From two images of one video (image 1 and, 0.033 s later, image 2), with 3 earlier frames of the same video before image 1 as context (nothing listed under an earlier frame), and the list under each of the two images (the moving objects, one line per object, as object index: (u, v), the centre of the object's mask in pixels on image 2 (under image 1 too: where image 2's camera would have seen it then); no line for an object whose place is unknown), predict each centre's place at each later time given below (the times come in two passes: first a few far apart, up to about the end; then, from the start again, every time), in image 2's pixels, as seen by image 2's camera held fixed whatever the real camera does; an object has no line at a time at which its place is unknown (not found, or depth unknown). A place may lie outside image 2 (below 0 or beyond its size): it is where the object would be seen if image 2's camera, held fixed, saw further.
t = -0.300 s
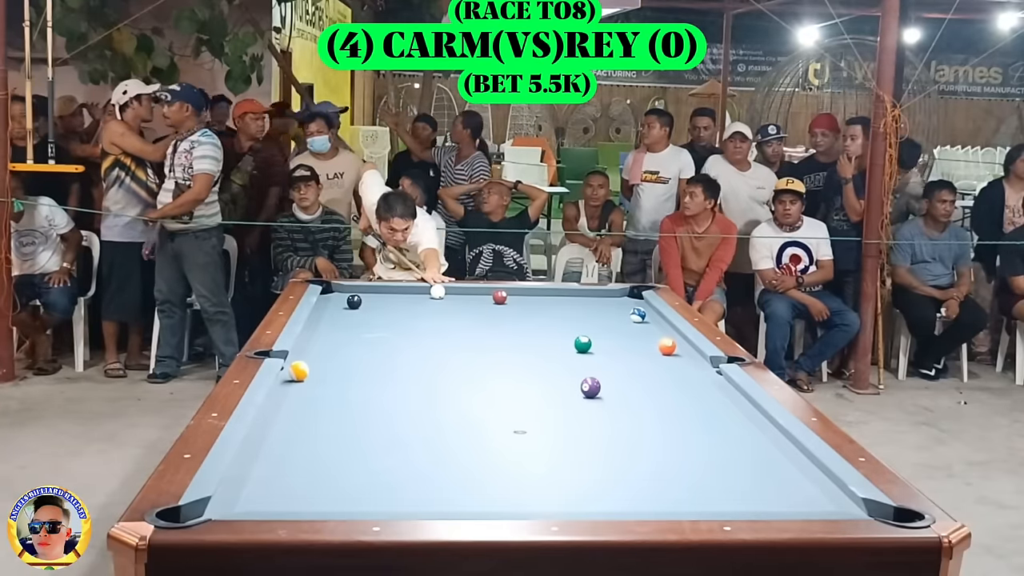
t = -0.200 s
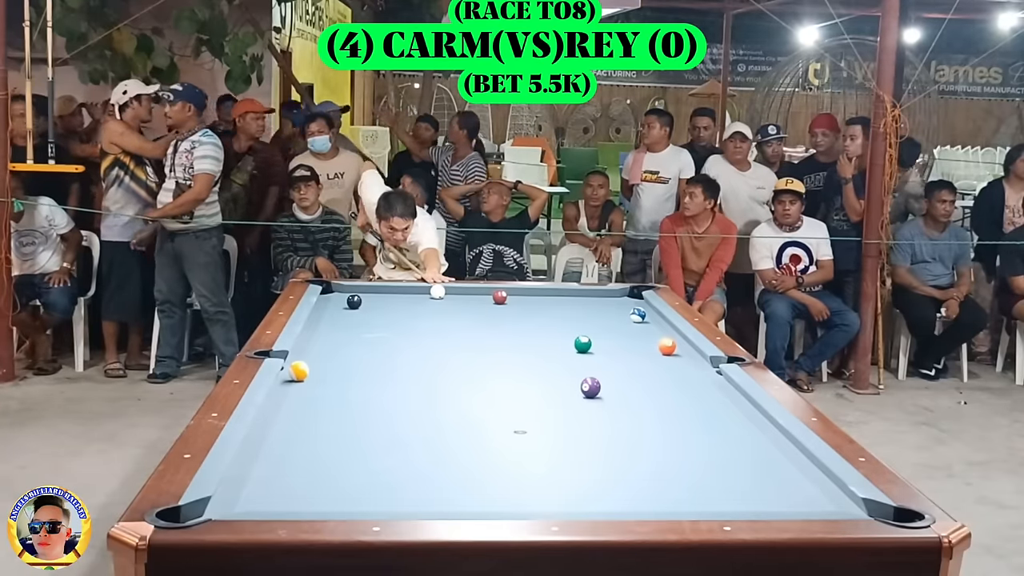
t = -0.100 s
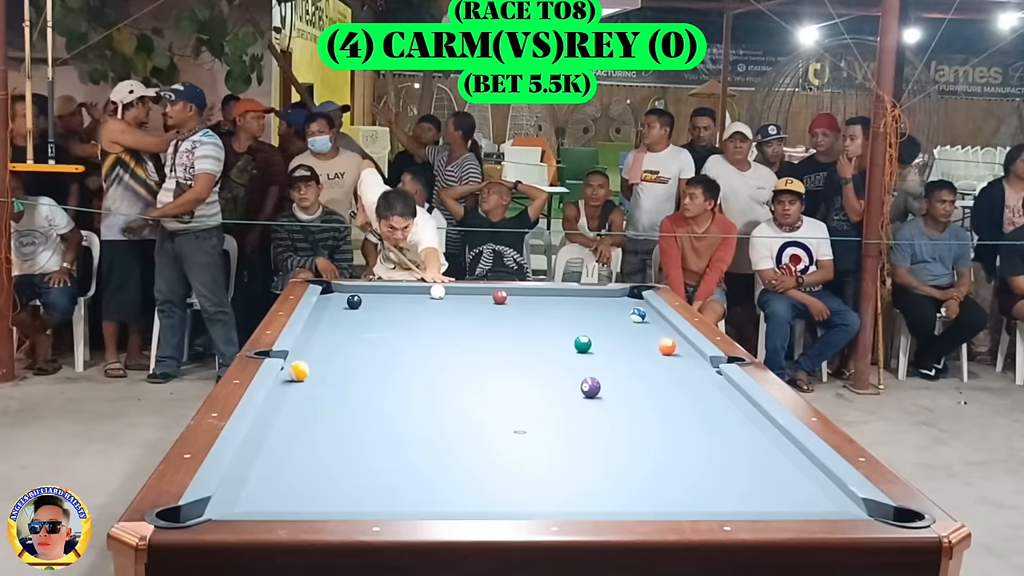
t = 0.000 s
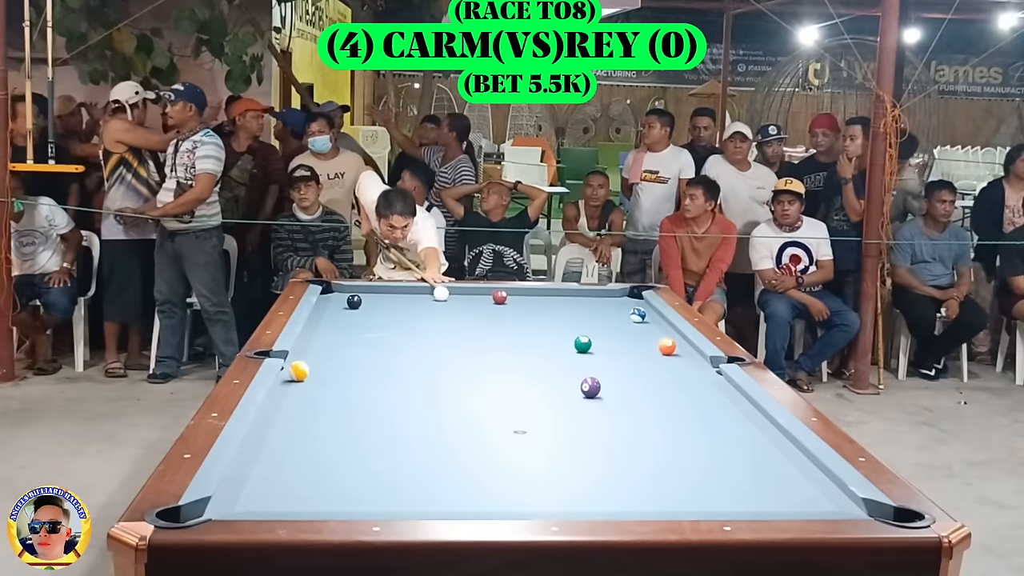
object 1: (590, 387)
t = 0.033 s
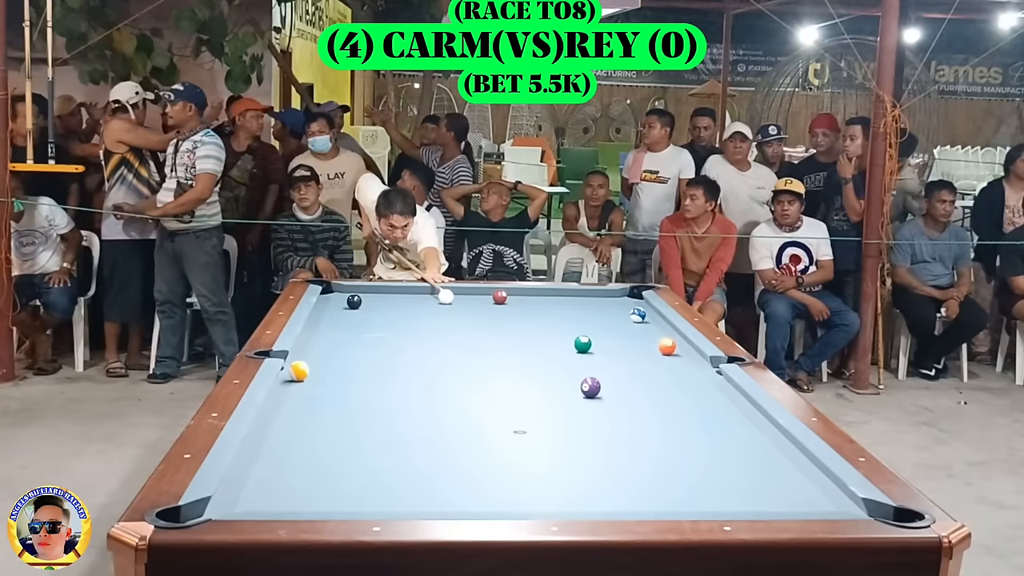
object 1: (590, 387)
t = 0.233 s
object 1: (590, 387)
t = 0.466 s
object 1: (590, 387)
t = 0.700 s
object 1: (590, 387)
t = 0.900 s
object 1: (598, 405)
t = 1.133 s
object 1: (614, 437)
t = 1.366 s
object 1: (632, 474)
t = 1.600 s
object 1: (649, 502)
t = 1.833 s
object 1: (635, 481)
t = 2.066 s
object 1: (623, 459)
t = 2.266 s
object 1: (614, 443)
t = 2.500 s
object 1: (605, 426)
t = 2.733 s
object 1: (597, 411)
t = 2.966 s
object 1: (591, 398)
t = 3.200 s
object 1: (586, 386)
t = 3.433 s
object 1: (582, 376)
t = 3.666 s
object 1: (579, 367)
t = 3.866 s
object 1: (576, 359)
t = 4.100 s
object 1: (573, 351)
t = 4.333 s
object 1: (567, 345)
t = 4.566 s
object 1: (556, 341)
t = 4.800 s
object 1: (545, 338)
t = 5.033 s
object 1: (536, 335)
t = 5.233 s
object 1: (529, 332)
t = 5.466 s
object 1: (521, 330)
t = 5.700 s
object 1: (514, 328)
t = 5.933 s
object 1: (506, 326)
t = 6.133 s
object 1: (506, 323)
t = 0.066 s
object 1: (590, 387)
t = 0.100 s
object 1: (590, 387)
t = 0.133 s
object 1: (590, 387)
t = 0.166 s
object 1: (590, 387)
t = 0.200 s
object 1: (590, 387)
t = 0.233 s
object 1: (590, 387)
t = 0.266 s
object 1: (590, 387)
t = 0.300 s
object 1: (590, 387)
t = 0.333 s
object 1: (590, 387)
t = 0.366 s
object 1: (590, 387)
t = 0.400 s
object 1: (590, 387)
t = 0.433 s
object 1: (590, 387)
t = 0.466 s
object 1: (590, 387)
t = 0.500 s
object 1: (590, 387)
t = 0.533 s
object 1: (590, 387)
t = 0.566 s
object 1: (590, 387)
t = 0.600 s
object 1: (590, 387)
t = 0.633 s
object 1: (590, 387)
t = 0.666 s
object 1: (590, 387)
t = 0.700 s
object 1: (590, 387)
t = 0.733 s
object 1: (590, 387)
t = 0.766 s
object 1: (590, 387)
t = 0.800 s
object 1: (592, 390)
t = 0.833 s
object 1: (594, 395)
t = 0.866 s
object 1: (596, 400)
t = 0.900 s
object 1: (598, 405)
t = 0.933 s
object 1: (600, 410)
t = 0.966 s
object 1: (603, 414)
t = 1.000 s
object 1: (605, 418)
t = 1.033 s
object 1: (608, 423)
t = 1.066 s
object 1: (609, 427)
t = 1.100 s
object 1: (612, 432)
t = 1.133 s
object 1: (614, 437)
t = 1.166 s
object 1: (617, 442)
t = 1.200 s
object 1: (619, 447)
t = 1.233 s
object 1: (621, 452)
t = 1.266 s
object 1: (624, 456)
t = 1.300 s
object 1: (627, 462)
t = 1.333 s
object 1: (629, 467)
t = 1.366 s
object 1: (632, 474)
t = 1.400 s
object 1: (635, 479)
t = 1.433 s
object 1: (638, 485)
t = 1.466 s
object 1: (641, 491)
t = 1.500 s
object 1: (644, 496)
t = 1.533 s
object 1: (647, 500)
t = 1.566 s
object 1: (651, 503)
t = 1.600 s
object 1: (649, 502)
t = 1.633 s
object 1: (647, 500)
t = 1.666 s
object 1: (644, 498)
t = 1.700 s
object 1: (643, 495)
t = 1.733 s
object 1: (641, 492)
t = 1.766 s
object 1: (639, 488)
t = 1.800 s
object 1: (637, 485)
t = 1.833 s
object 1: (635, 481)
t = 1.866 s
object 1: (633, 478)
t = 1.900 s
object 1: (632, 475)
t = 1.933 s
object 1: (630, 471)
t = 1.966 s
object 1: (628, 468)
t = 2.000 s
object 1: (627, 465)
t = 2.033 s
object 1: (625, 462)
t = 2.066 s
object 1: (623, 459)
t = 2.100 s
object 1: (622, 456)
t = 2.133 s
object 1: (620, 454)
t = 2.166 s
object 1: (618, 451)
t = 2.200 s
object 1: (617, 448)
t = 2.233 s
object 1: (615, 445)
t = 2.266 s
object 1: (614, 443)
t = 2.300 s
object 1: (613, 441)
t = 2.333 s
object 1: (611, 438)
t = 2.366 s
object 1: (610, 435)
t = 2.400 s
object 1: (609, 433)
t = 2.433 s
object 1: (607, 430)
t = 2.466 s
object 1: (606, 428)
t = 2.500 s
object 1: (605, 426)
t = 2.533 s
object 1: (603, 423)
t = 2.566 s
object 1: (602, 421)
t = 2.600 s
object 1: (602, 419)
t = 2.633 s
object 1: (600, 417)
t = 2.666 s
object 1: (599, 415)
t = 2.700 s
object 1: (598, 413)
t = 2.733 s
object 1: (597, 411)
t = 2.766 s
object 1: (596, 409)
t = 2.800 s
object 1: (595, 407)
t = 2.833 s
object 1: (594, 405)
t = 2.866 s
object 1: (594, 404)
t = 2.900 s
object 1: (593, 402)
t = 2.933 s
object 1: (592, 401)
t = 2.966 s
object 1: (591, 398)
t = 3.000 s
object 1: (590, 396)
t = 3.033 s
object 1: (590, 395)
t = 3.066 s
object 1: (589, 393)
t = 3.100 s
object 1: (588, 392)
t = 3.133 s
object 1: (588, 390)
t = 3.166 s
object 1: (587, 388)
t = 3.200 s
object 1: (586, 386)
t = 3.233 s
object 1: (586, 385)
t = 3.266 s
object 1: (585, 383)
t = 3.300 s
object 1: (585, 382)
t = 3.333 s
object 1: (584, 380)
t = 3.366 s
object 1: (584, 379)
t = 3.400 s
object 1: (583, 377)
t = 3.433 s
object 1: (582, 376)
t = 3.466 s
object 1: (582, 375)
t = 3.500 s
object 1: (581, 373)
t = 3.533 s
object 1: (581, 372)
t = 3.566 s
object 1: (580, 371)
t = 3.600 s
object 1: (580, 369)
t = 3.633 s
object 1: (579, 368)
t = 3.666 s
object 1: (579, 367)
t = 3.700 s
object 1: (578, 365)
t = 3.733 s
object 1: (578, 364)
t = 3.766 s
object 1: (577, 363)
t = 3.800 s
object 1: (577, 362)
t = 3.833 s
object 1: (576, 361)
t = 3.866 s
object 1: (576, 359)
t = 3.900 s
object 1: (575, 358)
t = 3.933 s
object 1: (575, 357)
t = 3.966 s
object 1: (574, 356)
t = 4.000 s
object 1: (574, 355)
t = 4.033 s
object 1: (574, 354)
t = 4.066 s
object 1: (573, 353)
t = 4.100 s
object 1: (573, 351)
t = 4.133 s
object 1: (573, 351)
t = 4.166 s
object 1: (572, 350)
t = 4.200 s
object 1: (572, 349)
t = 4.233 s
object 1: (572, 348)
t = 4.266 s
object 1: (571, 347)
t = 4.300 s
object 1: (569, 346)
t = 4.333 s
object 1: (567, 345)
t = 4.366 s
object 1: (566, 345)
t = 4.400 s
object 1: (564, 344)
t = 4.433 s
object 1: (562, 344)
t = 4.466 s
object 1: (561, 343)
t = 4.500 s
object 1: (559, 342)
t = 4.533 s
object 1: (557, 342)
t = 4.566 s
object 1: (556, 341)
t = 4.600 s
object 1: (554, 341)
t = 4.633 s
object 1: (553, 340)
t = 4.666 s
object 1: (551, 340)
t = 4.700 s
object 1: (550, 339)
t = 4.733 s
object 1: (548, 339)
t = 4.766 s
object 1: (547, 338)
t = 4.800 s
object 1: (545, 338)
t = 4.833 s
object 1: (544, 337)
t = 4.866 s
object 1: (543, 337)
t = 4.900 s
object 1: (541, 337)
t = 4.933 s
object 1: (540, 336)
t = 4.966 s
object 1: (539, 336)
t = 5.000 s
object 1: (537, 335)
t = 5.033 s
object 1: (536, 335)
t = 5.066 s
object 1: (535, 334)
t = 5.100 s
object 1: (533, 334)
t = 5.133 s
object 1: (532, 334)
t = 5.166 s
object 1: (531, 333)
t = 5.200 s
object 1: (530, 333)
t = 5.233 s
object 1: (529, 332)
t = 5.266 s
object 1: (527, 332)
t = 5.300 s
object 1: (526, 332)
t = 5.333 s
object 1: (525, 331)
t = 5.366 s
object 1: (524, 331)
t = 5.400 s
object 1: (523, 330)
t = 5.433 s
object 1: (522, 330)
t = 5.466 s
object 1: (521, 330)
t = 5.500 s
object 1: (520, 330)
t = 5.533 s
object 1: (519, 329)
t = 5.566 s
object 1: (518, 329)
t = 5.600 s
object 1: (517, 329)
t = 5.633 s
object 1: (516, 328)
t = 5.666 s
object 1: (515, 328)
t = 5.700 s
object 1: (514, 328)
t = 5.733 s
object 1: (513, 327)
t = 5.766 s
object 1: (512, 327)
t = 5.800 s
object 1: (511, 327)
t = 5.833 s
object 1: (510, 327)
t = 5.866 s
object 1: (509, 326)
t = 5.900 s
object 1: (508, 326)
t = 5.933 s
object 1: (506, 326)
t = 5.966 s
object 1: (507, 326)
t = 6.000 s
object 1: (506, 325)
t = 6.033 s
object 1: (505, 325)
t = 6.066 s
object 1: (505, 324)
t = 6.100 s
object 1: (504, 324)
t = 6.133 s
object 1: (506, 323)
